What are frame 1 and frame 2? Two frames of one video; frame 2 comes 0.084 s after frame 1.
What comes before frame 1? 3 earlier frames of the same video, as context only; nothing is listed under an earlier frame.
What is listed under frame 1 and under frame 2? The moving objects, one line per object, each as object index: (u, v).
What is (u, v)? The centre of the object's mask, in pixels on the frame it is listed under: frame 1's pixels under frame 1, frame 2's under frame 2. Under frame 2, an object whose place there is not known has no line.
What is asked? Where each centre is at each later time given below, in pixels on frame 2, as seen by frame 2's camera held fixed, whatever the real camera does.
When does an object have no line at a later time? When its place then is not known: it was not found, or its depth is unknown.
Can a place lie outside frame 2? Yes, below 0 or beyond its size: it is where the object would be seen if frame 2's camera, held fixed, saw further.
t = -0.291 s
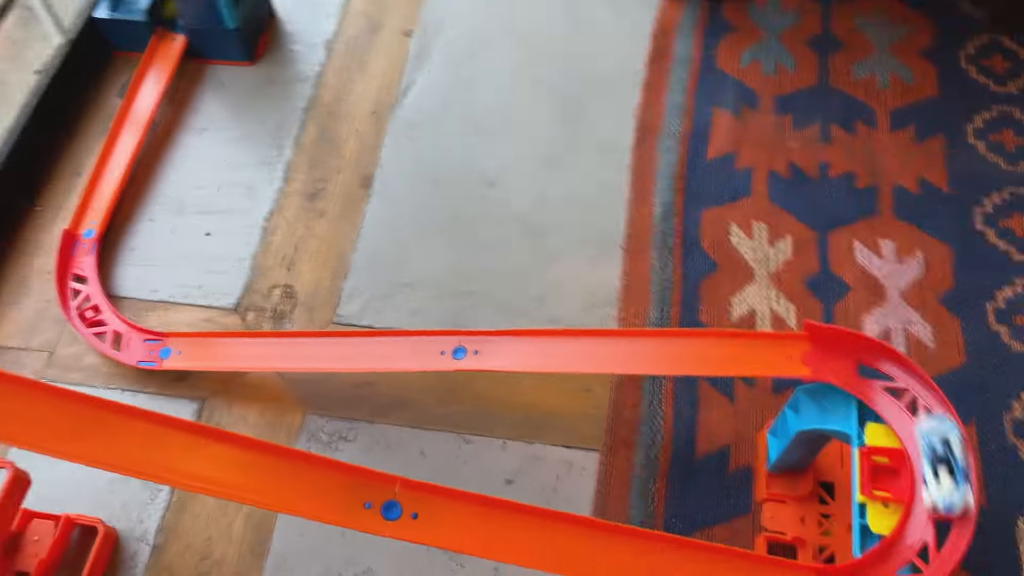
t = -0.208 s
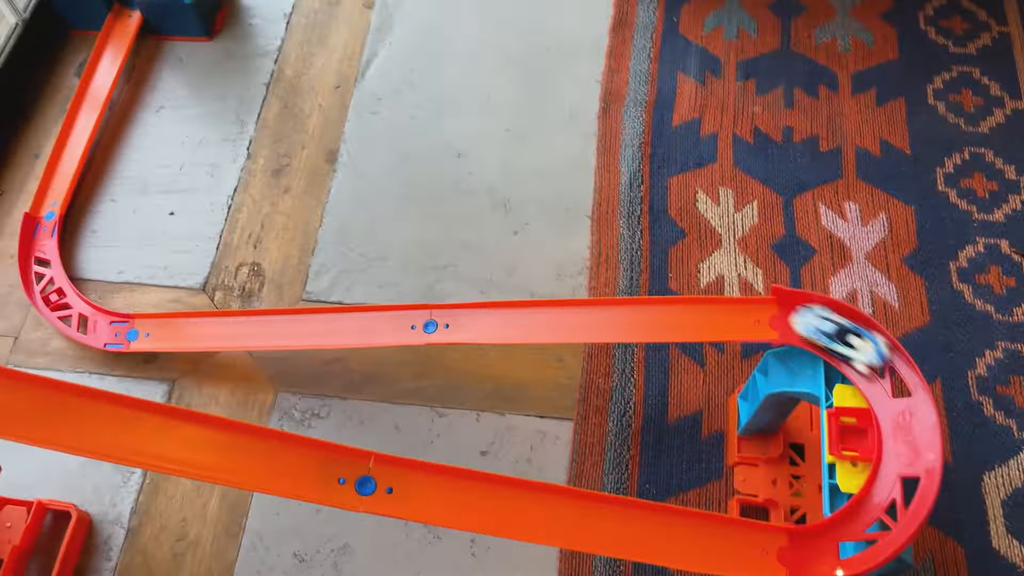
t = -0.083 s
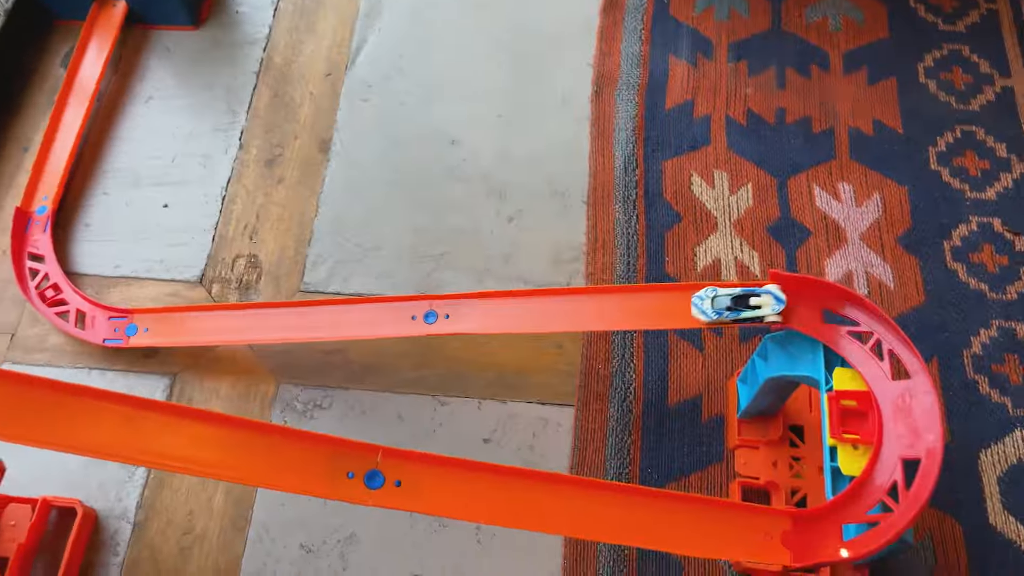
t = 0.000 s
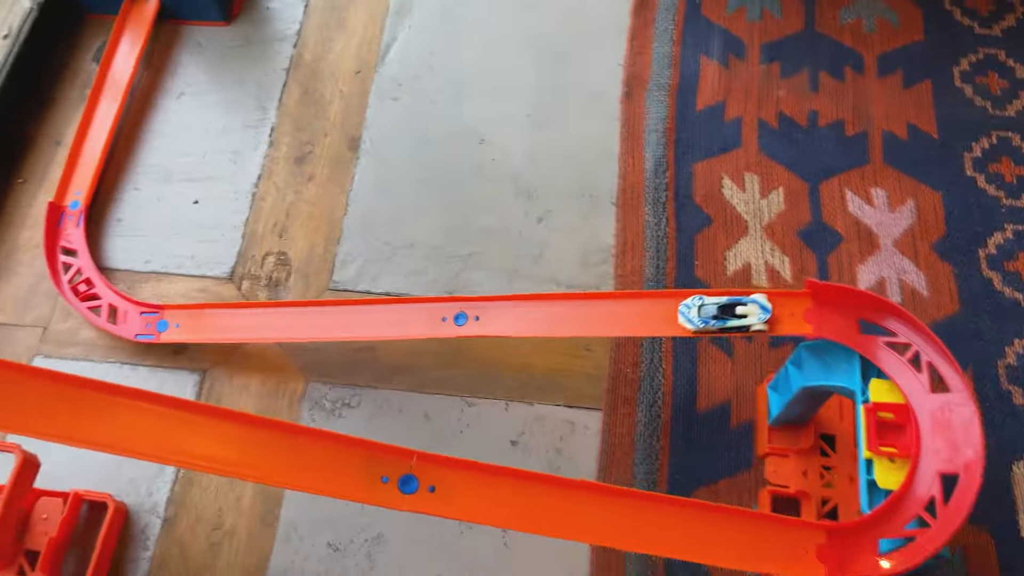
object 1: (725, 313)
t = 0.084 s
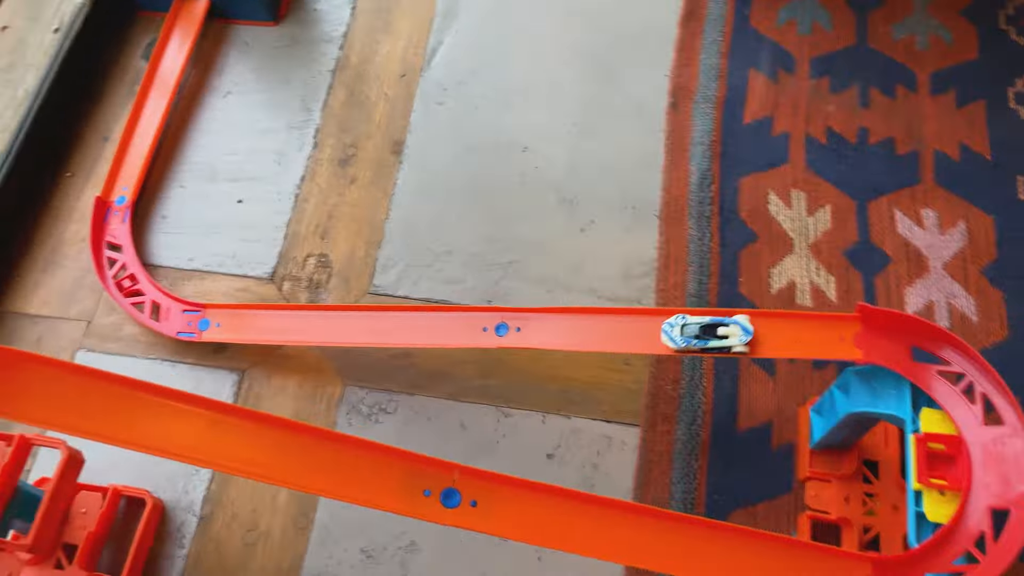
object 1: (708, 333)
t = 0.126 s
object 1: (678, 332)
